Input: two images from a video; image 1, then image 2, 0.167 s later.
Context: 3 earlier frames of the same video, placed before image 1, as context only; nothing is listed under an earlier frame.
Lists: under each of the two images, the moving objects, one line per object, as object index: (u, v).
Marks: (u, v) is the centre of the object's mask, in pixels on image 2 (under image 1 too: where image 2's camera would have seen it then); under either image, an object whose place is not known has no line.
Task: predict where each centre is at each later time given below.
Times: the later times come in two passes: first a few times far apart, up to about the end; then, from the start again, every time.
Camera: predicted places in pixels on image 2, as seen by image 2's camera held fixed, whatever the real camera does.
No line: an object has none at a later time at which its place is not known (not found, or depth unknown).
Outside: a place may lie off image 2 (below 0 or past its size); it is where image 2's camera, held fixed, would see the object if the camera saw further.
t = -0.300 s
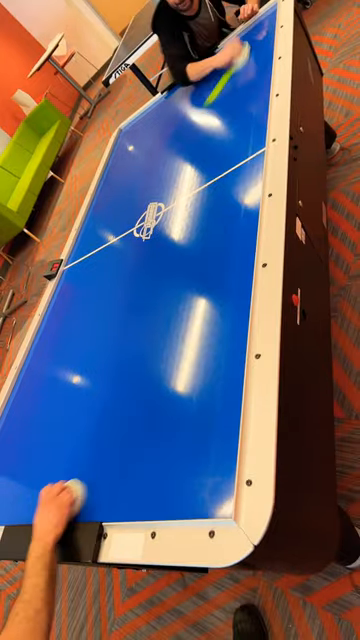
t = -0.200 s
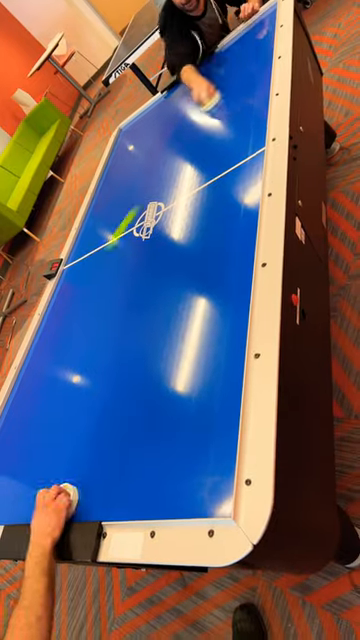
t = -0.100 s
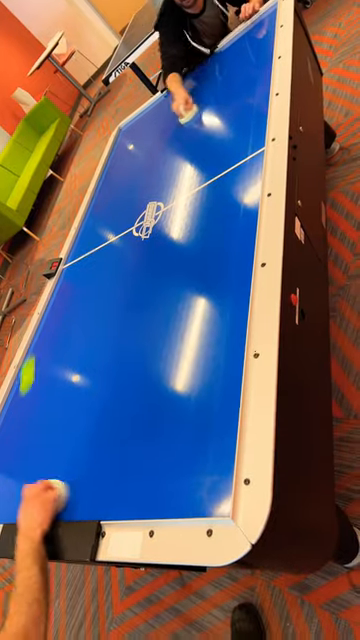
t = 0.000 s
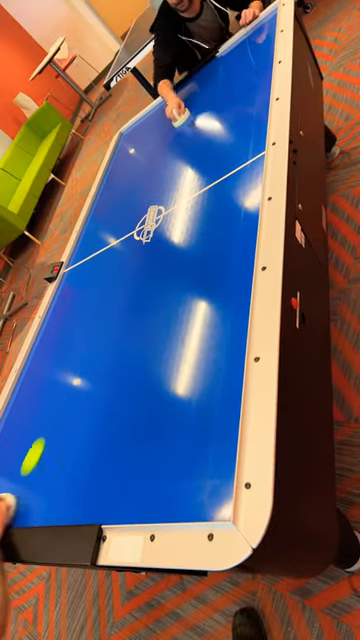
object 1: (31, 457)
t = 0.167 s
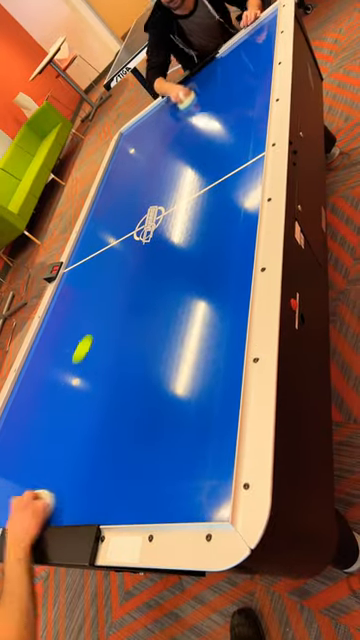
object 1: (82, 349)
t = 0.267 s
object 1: (107, 296)
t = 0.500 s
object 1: (155, 192)
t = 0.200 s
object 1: (91, 330)
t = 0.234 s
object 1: (99, 312)
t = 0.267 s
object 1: (107, 296)
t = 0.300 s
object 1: (115, 279)
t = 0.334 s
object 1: (122, 263)
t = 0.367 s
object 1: (129, 248)
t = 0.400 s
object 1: (135, 235)
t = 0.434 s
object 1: (142, 219)
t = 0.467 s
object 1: (149, 205)
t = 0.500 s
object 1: (155, 192)
